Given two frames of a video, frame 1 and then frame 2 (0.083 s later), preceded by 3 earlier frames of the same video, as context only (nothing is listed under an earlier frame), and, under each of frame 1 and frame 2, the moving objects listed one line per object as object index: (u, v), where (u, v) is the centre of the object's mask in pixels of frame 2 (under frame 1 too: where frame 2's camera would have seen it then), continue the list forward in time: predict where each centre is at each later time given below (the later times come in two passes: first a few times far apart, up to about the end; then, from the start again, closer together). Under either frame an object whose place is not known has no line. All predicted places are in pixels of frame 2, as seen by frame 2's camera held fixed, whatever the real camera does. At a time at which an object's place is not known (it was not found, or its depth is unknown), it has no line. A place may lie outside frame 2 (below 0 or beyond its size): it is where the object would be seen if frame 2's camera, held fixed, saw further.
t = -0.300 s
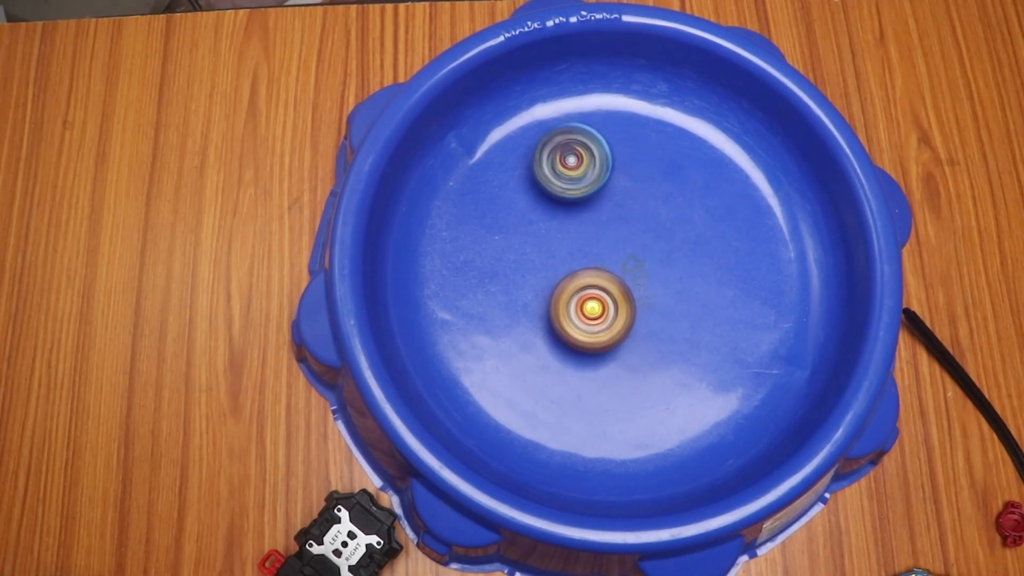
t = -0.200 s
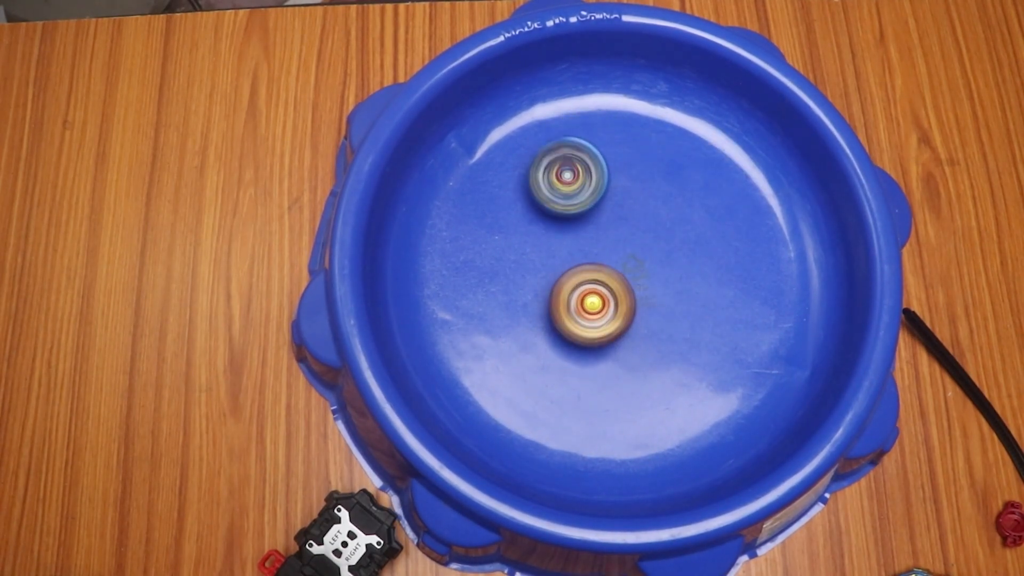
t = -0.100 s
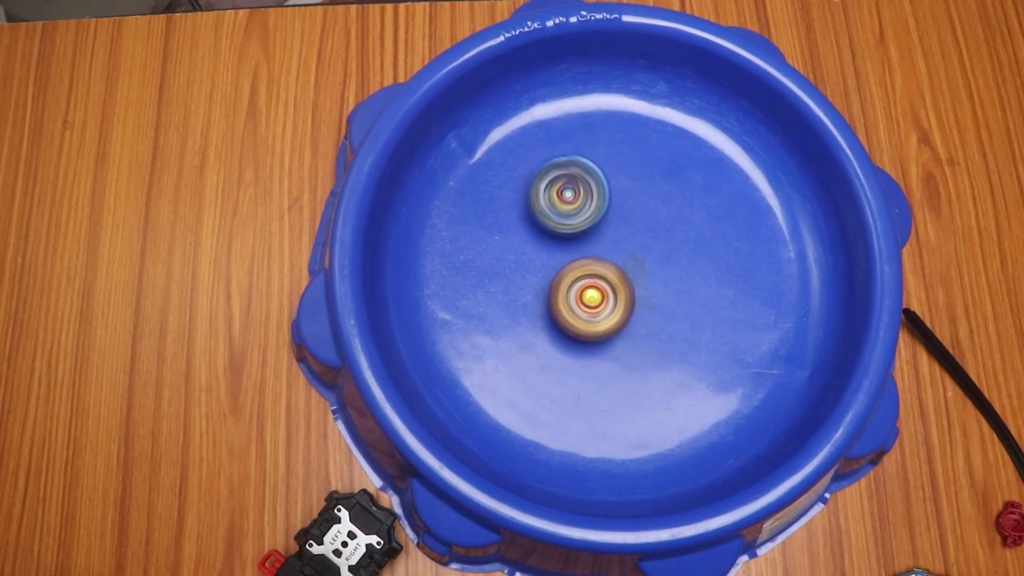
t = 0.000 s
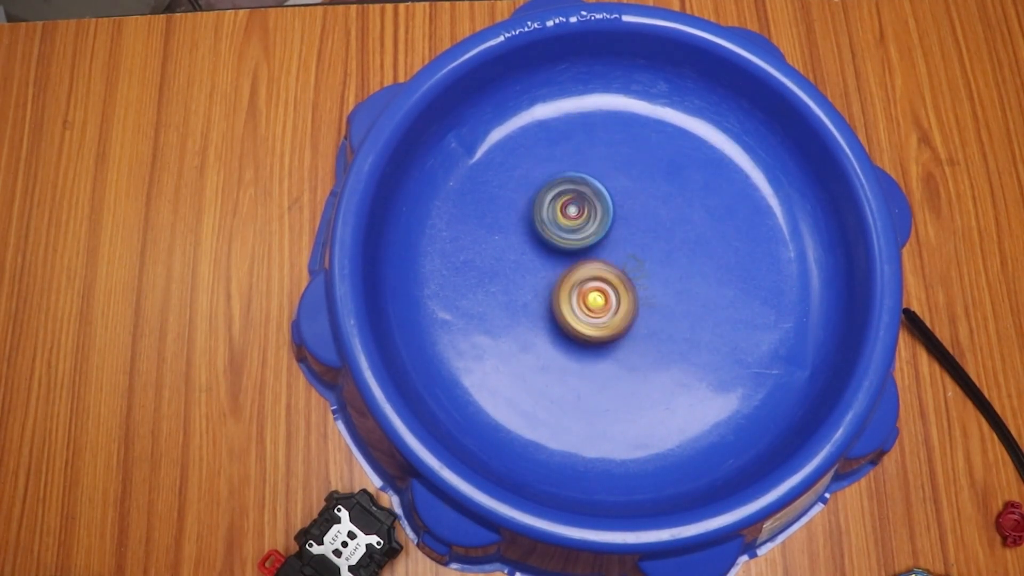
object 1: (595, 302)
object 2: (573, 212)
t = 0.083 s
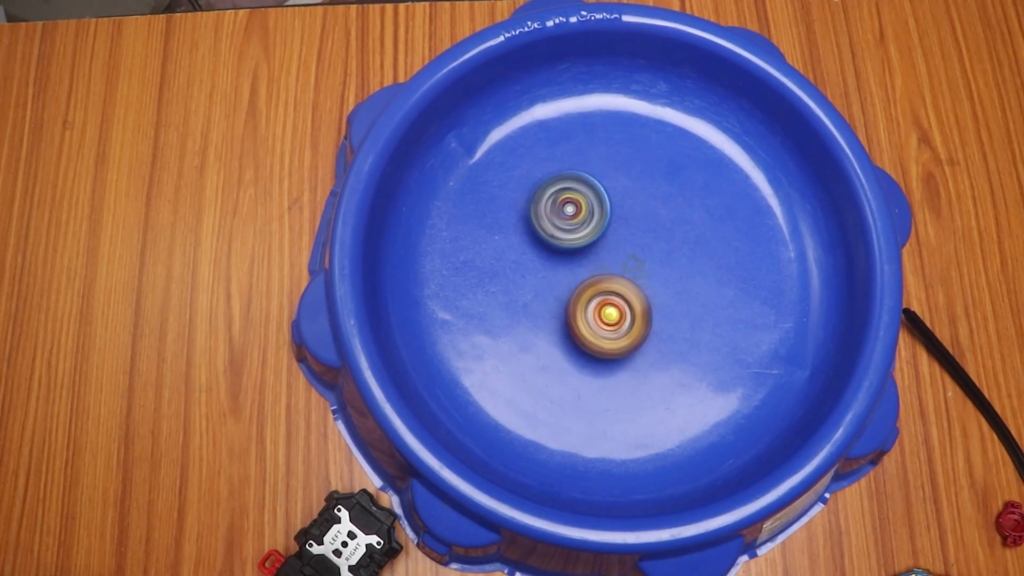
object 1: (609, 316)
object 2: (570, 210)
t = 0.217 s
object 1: (617, 318)
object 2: (571, 215)
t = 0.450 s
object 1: (623, 342)
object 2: (597, 235)
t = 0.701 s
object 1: (644, 348)
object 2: (640, 247)
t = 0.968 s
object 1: (657, 334)
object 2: (683, 247)
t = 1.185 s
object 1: (666, 322)
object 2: (695, 241)
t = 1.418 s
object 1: (660, 320)
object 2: (692, 214)
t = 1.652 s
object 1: (650, 315)
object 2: (668, 203)
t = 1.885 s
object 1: (639, 311)
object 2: (635, 212)
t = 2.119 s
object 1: (632, 322)
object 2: (609, 224)
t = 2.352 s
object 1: (623, 323)
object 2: (588, 231)
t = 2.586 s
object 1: (628, 339)
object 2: (576, 236)
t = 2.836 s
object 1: (663, 373)
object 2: (542, 177)
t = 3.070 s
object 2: (525, 140)
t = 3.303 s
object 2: (530, 136)
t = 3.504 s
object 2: (549, 157)
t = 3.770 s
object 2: (587, 201)
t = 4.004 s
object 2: (551, 137)
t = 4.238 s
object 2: (569, 102)
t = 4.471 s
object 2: (603, 115)
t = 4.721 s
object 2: (622, 162)
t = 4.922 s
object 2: (605, 202)
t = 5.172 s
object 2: (558, 223)
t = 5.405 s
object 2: (513, 206)
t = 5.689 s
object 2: (497, 158)
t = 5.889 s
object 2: (513, 135)
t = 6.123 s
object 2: (552, 140)
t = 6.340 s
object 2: (578, 172)
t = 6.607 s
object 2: (577, 224)
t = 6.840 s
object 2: (544, 255)
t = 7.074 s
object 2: (499, 254)
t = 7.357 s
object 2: (464, 227)
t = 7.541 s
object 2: (470, 221)
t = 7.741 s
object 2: (502, 215)
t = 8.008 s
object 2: (541, 198)
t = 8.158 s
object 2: (568, 203)
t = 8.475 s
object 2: (593, 220)
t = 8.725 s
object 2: (542, 203)
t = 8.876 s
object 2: (527, 190)
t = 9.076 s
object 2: (524, 187)
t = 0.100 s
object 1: (611, 317)
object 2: (569, 210)
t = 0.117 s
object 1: (613, 318)
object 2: (570, 211)
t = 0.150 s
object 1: (616, 319)
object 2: (570, 213)
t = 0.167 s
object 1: (617, 318)
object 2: (570, 213)
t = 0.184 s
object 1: (618, 318)
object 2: (570, 214)
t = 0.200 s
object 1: (618, 318)
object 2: (571, 214)
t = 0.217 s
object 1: (617, 318)
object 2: (571, 215)
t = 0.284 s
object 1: (614, 320)
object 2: (575, 220)
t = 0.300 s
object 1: (613, 322)
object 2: (576, 220)
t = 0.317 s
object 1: (612, 324)
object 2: (579, 223)
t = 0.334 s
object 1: (612, 326)
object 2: (579, 224)
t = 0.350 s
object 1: (612, 329)
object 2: (582, 226)
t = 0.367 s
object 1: (613, 331)
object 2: (583, 227)
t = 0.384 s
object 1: (615, 333)
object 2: (586, 229)
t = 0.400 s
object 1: (616, 336)
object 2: (589, 230)
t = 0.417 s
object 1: (618, 338)
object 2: (591, 232)
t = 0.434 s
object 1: (621, 340)
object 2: (593, 233)
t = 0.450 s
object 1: (623, 342)
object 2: (597, 235)
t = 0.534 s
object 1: (633, 348)
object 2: (610, 239)
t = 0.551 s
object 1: (634, 349)
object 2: (613, 241)
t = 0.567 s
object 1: (635, 349)
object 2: (615, 241)
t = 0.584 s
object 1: (637, 349)
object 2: (618, 242)
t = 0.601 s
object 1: (638, 350)
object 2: (622, 242)
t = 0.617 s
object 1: (639, 349)
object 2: (625, 243)
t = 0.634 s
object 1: (641, 349)
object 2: (628, 244)
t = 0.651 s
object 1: (641, 349)
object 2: (631, 245)
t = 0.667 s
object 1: (642, 348)
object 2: (634, 246)
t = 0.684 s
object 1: (644, 348)
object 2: (638, 247)
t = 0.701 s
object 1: (644, 348)
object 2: (640, 247)
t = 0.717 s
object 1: (645, 346)
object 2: (643, 248)
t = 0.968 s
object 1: (657, 334)
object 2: (683, 247)
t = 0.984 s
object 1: (657, 334)
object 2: (684, 246)
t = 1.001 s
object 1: (659, 332)
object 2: (687, 247)
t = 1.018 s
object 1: (659, 332)
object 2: (688, 245)
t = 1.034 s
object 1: (660, 330)
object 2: (689, 245)
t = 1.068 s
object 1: (661, 328)
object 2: (691, 244)
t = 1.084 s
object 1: (662, 327)
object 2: (691, 243)
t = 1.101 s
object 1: (663, 326)
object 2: (693, 244)
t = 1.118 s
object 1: (663, 325)
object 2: (693, 243)
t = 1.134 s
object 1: (664, 324)
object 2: (694, 243)
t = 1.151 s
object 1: (665, 323)
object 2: (694, 242)
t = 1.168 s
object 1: (665, 322)
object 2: (695, 242)
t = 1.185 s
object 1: (666, 322)
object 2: (695, 241)
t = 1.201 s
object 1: (666, 323)
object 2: (698, 240)
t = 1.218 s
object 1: (666, 324)
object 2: (697, 236)
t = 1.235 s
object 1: (666, 325)
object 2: (698, 233)
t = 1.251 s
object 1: (667, 325)
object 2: (698, 231)
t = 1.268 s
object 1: (667, 325)
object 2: (698, 228)
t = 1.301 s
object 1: (666, 325)
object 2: (697, 223)
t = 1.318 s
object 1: (665, 324)
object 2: (697, 223)
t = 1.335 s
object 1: (664, 323)
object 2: (695, 220)
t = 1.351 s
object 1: (663, 323)
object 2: (696, 220)
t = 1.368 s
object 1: (662, 322)
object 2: (694, 218)
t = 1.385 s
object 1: (662, 321)
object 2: (694, 216)
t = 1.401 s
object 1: (661, 320)
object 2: (693, 215)
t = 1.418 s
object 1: (660, 320)
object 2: (692, 214)
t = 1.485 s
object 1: (657, 319)
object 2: (686, 208)
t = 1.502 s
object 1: (656, 319)
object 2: (686, 208)
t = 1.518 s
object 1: (655, 318)
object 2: (683, 206)
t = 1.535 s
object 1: (654, 318)
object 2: (682, 206)
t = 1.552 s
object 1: (654, 317)
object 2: (679, 204)
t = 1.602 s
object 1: (652, 316)
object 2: (675, 203)
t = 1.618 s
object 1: (651, 316)
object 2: (673, 203)
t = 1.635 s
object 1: (650, 315)
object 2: (670, 202)
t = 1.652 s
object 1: (650, 315)
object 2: (668, 203)
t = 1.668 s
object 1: (649, 315)
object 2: (666, 203)
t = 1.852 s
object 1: (640, 311)
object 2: (640, 210)
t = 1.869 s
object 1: (640, 311)
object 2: (639, 211)
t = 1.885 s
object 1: (639, 311)
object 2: (635, 212)
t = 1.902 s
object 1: (639, 311)
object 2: (634, 214)
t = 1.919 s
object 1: (638, 311)
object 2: (631, 215)
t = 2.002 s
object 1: (636, 309)
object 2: (621, 224)
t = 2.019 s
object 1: (635, 309)
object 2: (620, 226)
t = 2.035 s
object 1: (634, 313)
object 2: (618, 225)
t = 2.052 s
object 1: (634, 316)
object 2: (616, 225)
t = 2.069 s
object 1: (633, 318)
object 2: (613, 224)
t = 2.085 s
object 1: (633, 319)
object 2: (612, 225)
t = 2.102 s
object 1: (633, 321)
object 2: (610, 224)
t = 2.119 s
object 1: (632, 322)
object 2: (609, 224)
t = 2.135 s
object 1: (633, 323)
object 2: (606, 224)
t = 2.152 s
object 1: (632, 323)
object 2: (605, 224)
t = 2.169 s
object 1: (631, 323)
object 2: (603, 225)
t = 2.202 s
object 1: (630, 324)
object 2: (600, 226)
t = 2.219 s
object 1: (630, 324)
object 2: (598, 225)
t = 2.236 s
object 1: (629, 324)
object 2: (597, 225)
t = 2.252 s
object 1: (628, 323)
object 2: (596, 227)
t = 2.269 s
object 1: (628, 324)
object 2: (594, 227)
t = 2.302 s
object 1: (626, 323)
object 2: (592, 228)
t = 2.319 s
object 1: (625, 323)
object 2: (590, 229)
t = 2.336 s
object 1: (624, 323)
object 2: (588, 230)
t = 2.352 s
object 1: (623, 323)
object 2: (588, 231)
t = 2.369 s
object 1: (623, 323)
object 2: (587, 232)
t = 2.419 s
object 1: (621, 323)
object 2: (585, 235)
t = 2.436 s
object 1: (621, 323)
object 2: (584, 236)
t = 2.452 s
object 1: (620, 323)
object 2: (583, 237)
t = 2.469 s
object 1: (620, 324)
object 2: (583, 239)
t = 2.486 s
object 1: (619, 324)
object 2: (582, 240)
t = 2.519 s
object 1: (619, 324)
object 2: (583, 243)
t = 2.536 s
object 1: (619, 325)
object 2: (582, 244)
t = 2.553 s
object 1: (619, 325)
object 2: (583, 246)
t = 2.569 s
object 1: (623, 331)
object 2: (580, 242)
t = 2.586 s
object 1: (628, 339)
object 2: (576, 236)
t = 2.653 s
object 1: (642, 358)
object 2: (566, 218)
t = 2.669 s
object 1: (644, 360)
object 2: (563, 215)
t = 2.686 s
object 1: (646, 363)
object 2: (561, 210)
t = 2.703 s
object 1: (648, 364)
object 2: (558, 206)
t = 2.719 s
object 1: (650, 366)
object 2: (555, 202)
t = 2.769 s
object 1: (656, 370)
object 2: (550, 191)
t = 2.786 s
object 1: (658, 371)
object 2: (548, 188)
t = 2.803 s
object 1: (659, 372)
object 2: (547, 182)
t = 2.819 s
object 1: (662, 373)
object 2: (546, 180)
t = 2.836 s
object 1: (663, 373)
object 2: (542, 177)
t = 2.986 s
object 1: (673, 374)
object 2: (530, 150)
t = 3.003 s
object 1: (674, 374)
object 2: (529, 148)
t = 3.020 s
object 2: (528, 146)
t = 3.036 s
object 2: (526, 143)
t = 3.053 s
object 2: (526, 142)
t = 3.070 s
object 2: (525, 140)
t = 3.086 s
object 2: (525, 139)
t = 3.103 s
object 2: (524, 137)
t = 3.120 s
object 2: (525, 136)
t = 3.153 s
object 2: (524, 135)
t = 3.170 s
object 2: (524, 134)
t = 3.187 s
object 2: (524, 133)
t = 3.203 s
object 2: (525, 134)
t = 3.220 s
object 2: (525, 134)
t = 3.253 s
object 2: (527, 134)
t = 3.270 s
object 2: (527, 134)
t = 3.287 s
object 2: (530, 135)
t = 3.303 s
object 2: (530, 136)
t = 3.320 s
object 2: (532, 137)
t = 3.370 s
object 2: (535, 140)
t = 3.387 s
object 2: (536, 142)
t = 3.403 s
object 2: (538, 144)
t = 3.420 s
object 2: (541, 146)
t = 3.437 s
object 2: (540, 148)
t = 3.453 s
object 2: (543, 149)
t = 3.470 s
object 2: (546, 152)
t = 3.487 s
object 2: (547, 155)
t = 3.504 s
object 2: (549, 157)
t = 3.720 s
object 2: (584, 201)
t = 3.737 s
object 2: (588, 205)
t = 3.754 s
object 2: (591, 208)
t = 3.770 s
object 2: (587, 201)
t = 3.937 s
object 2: (553, 151)
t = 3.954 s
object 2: (551, 147)
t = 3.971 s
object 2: (550, 143)
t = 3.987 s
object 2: (550, 139)
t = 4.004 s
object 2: (551, 137)
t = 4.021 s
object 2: (550, 133)
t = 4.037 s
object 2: (550, 131)
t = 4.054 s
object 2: (551, 128)
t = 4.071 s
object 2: (552, 126)
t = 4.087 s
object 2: (554, 122)
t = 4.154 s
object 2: (561, 111)
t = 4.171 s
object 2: (562, 110)
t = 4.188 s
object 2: (563, 107)
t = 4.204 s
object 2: (566, 104)
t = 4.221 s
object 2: (568, 103)
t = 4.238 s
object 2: (569, 102)
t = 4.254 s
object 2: (571, 101)
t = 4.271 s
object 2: (573, 101)
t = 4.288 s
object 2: (574, 101)
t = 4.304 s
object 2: (576, 100)
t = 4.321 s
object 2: (579, 101)
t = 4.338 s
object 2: (581, 102)
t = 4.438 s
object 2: (597, 111)
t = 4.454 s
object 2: (601, 113)
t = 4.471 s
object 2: (603, 115)
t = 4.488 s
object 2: (606, 117)
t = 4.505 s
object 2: (608, 121)
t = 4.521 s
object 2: (610, 124)
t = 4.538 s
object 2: (612, 126)
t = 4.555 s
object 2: (614, 129)
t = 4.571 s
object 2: (616, 132)
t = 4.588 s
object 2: (617, 135)
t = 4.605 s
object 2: (619, 138)
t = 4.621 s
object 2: (620, 142)
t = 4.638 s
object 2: (620, 145)
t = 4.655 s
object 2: (620, 148)
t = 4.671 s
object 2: (620, 151)
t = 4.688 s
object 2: (620, 155)
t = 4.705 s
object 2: (621, 159)
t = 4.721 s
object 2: (622, 162)
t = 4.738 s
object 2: (622, 166)
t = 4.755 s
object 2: (621, 170)
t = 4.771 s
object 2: (620, 173)
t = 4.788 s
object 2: (620, 176)
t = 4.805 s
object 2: (617, 180)
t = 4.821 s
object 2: (616, 183)
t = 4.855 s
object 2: (613, 190)
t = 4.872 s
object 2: (611, 192)
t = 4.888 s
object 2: (610, 195)
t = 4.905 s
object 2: (608, 199)
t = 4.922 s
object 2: (605, 202)
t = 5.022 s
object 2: (588, 214)
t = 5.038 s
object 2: (584, 216)
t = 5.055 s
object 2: (582, 218)
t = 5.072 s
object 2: (579, 219)
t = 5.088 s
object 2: (575, 220)
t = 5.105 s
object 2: (572, 221)
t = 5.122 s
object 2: (568, 222)
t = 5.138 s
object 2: (564, 223)
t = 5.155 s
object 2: (560, 222)
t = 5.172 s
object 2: (558, 223)
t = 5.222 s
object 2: (547, 222)
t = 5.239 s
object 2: (544, 222)
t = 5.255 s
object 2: (540, 221)
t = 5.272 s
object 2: (537, 219)
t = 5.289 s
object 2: (534, 219)
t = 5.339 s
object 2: (524, 213)
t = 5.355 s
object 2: (521, 212)
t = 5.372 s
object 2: (518, 210)
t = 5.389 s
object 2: (516, 207)
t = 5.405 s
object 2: (513, 206)
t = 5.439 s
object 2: (509, 201)
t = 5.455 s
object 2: (507, 198)
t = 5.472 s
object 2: (505, 195)
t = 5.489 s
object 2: (502, 192)
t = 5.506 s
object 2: (502, 189)
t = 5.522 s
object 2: (500, 186)
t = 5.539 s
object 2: (499, 185)
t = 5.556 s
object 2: (498, 181)
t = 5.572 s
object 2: (498, 178)
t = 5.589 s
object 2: (497, 176)
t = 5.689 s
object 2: (497, 158)
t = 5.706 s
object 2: (497, 156)
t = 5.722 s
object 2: (497, 153)
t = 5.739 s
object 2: (499, 150)
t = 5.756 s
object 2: (500, 148)
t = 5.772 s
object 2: (502, 147)
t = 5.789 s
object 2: (502, 144)
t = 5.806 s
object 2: (504, 142)
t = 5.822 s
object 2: (505, 140)
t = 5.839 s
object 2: (507, 139)
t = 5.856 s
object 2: (509, 137)
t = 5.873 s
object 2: (512, 136)
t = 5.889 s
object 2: (513, 135)
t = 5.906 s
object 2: (515, 135)
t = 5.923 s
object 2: (518, 134)
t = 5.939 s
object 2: (521, 134)
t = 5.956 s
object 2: (522, 134)
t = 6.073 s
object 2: (544, 137)
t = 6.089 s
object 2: (546, 138)
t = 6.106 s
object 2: (549, 139)
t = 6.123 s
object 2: (552, 140)
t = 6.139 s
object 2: (554, 142)
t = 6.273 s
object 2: (572, 161)
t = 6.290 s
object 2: (575, 163)
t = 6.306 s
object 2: (577, 166)
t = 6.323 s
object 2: (577, 169)
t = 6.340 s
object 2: (578, 172)
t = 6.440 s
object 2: (582, 192)
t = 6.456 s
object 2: (582, 195)
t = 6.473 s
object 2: (583, 199)
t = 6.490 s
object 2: (583, 202)
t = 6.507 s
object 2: (582, 205)
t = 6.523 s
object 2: (582, 207)
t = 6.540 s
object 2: (581, 211)
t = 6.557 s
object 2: (579, 215)
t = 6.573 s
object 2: (579, 217)
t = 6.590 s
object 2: (578, 221)
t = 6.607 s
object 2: (577, 224)
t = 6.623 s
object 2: (575, 227)
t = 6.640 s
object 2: (573, 229)
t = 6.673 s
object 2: (569, 235)
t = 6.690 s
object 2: (567, 238)
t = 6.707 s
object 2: (566, 240)
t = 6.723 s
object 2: (563, 242)
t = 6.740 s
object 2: (560, 244)
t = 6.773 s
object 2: (555, 248)
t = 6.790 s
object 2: (553, 250)
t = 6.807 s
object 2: (549, 252)
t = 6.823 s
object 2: (547, 253)
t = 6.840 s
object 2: (544, 255)
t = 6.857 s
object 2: (541, 255)
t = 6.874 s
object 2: (537, 256)
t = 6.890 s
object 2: (534, 257)
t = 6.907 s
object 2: (531, 258)
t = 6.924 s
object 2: (527, 258)
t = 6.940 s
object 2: (523, 258)
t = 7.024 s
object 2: (508, 257)
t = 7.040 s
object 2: (505, 257)
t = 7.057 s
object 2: (501, 256)
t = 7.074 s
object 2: (499, 254)
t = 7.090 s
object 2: (495, 253)
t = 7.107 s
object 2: (492, 252)
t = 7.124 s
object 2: (490, 250)
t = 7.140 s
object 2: (488, 249)
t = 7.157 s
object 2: (485, 247)
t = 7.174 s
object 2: (481, 245)
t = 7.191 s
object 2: (480, 244)
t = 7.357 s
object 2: (464, 227)
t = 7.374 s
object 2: (463, 226)
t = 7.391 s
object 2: (462, 225)
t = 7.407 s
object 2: (463, 224)
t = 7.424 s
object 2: (463, 224)
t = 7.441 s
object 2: (462, 223)
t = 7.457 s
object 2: (463, 222)
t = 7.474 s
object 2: (465, 222)
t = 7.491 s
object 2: (465, 222)
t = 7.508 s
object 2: (466, 220)
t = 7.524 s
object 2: (468, 220)
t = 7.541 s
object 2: (470, 221)
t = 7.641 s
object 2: (487, 218)
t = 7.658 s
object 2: (489, 219)
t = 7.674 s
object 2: (491, 218)
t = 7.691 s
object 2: (494, 218)
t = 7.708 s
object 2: (498, 219)
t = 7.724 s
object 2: (501, 219)
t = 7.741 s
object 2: (502, 215)
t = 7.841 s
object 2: (513, 206)
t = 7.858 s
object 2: (516, 205)
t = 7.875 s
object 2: (518, 203)
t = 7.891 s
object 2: (521, 203)
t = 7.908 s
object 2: (523, 202)
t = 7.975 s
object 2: (535, 199)
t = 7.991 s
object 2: (538, 198)
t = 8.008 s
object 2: (541, 198)
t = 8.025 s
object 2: (544, 198)
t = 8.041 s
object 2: (547, 198)
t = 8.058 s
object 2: (550, 198)
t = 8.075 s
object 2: (553, 198)
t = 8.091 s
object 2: (556, 199)
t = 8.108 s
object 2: (560, 200)
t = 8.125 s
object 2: (562, 200)
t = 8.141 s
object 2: (565, 202)
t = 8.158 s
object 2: (568, 203)
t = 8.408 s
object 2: (602, 221)
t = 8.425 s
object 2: (605, 223)
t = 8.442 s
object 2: (607, 224)
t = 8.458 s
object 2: (600, 221)
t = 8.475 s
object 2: (593, 220)
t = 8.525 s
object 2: (573, 218)
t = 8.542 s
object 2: (570, 219)
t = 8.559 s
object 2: (563, 218)
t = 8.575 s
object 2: (561, 217)
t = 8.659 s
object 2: (550, 210)
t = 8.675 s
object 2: (547, 207)
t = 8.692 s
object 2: (545, 205)
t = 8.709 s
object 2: (543, 204)
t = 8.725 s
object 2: (542, 203)
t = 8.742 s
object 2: (539, 201)
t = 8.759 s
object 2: (537, 199)
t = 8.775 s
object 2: (536, 198)
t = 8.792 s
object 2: (533, 197)
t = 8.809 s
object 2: (531, 194)
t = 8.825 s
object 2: (531, 194)
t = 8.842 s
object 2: (529, 193)
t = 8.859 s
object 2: (527, 192)
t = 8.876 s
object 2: (527, 190)
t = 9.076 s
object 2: (524, 187)
